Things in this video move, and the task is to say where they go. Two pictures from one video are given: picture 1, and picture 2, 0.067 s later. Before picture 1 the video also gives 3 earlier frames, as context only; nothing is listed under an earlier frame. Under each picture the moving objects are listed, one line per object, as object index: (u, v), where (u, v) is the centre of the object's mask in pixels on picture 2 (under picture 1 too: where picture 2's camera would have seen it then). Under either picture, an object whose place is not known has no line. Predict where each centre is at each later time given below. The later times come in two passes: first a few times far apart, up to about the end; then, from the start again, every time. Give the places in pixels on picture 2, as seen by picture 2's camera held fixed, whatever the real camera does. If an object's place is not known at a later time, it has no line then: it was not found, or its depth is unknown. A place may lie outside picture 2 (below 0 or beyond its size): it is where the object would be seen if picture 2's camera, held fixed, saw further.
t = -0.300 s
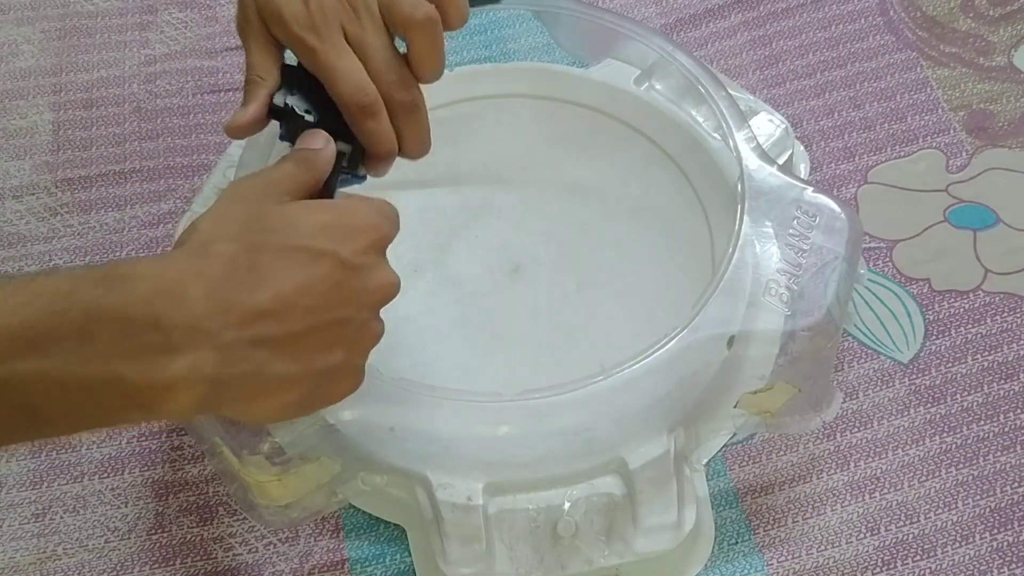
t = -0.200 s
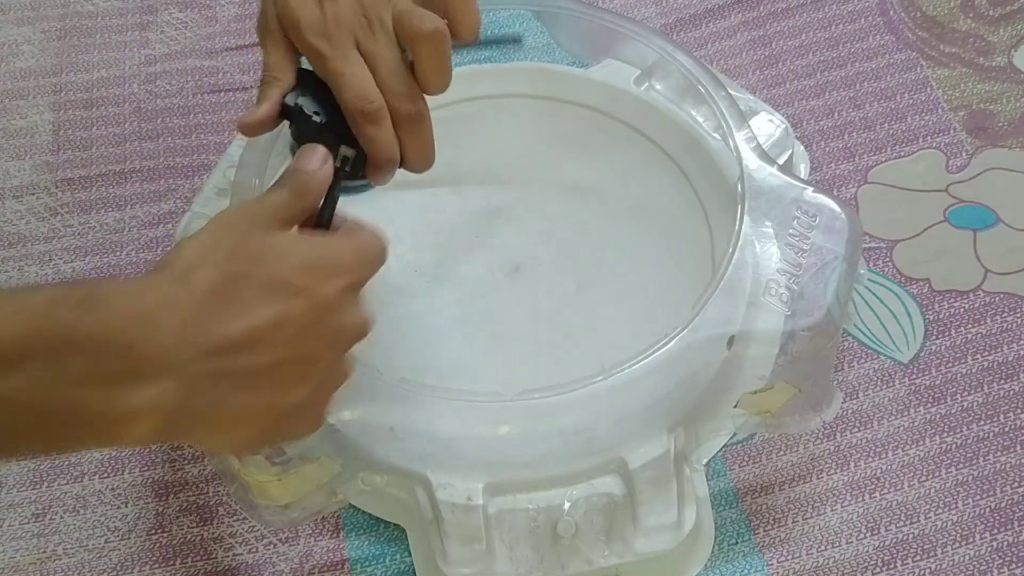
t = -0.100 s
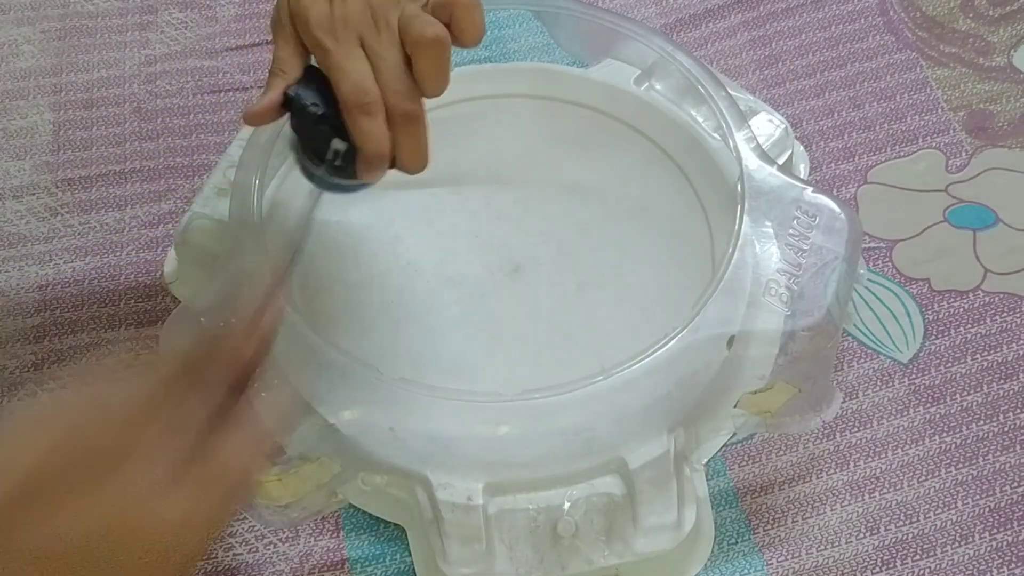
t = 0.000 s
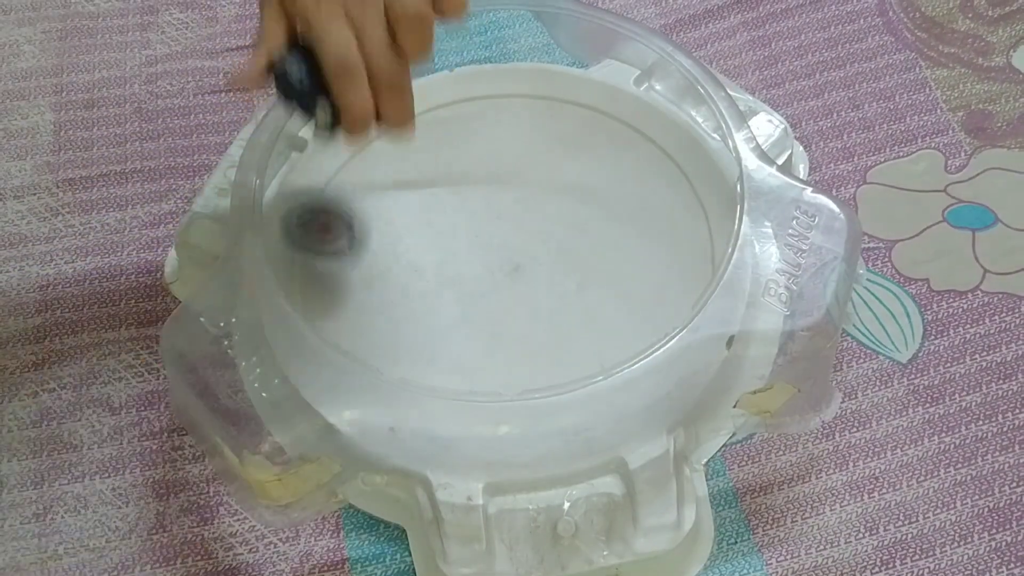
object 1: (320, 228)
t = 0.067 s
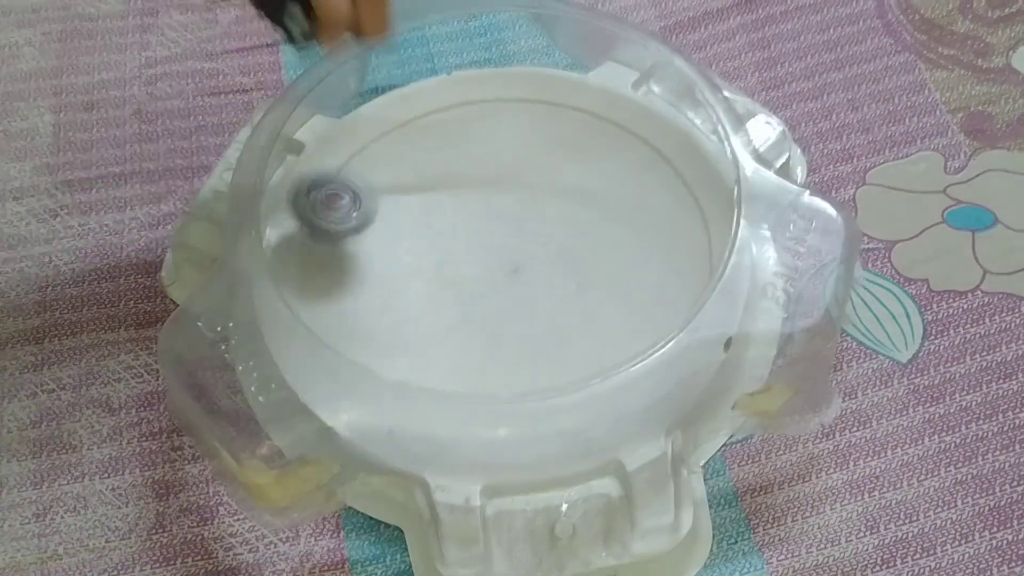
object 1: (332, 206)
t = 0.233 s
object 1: (376, 145)
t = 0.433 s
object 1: (415, 126)
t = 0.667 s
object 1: (469, 138)
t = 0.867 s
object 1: (501, 98)
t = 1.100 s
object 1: (487, 152)
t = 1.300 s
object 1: (624, 200)
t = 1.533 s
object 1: (629, 149)
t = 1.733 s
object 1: (568, 213)
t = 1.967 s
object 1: (652, 298)
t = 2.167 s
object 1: (638, 206)
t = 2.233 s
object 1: (575, 199)
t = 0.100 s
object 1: (343, 193)
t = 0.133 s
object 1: (355, 188)
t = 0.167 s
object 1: (364, 172)
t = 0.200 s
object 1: (370, 159)
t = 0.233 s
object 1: (376, 145)
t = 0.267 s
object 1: (382, 137)
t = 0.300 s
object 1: (386, 127)
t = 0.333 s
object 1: (391, 120)
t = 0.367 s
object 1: (399, 123)
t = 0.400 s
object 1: (408, 124)
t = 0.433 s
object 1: (415, 126)
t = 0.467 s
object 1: (422, 130)
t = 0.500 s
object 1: (431, 136)
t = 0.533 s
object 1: (439, 139)
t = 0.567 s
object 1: (446, 140)
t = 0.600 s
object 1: (453, 140)
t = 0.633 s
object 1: (462, 139)
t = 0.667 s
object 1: (469, 138)
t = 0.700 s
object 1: (477, 133)
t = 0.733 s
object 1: (483, 130)
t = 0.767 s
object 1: (491, 123)
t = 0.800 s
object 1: (495, 115)
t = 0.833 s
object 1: (500, 106)
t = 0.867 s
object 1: (501, 98)
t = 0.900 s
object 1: (498, 92)
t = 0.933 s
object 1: (491, 91)
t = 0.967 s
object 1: (482, 97)
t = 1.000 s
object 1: (475, 106)
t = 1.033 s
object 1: (471, 117)
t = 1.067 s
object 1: (477, 136)
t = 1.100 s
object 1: (487, 152)
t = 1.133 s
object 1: (502, 168)
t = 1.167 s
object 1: (523, 181)
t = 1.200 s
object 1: (549, 193)
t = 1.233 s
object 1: (573, 199)
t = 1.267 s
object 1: (599, 202)
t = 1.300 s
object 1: (624, 200)
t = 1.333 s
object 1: (644, 194)
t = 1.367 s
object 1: (660, 187)
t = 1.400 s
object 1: (675, 175)
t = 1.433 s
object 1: (675, 164)
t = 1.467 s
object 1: (664, 158)
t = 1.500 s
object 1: (645, 153)
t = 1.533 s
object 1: (629, 149)
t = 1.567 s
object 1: (614, 148)
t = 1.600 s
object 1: (600, 150)
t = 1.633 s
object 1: (588, 157)
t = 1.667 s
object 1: (577, 172)
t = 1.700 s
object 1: (570, 191)
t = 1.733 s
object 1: (568, 213)
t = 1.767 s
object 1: (570, 237)
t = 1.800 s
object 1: (577, 256)
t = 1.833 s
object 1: (587, 274)
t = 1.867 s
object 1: (601, 289)
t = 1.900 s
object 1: (617, 296)
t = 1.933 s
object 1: (636, 300)
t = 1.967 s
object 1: (652, 298)
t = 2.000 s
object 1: (665, 287)
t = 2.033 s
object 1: (675, 274)
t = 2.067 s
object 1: (680, 256)
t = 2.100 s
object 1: (676, 236)
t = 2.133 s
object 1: (661, 218)
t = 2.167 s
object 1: (638, 206)
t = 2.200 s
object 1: (609, 198)
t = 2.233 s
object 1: (575, 199)
